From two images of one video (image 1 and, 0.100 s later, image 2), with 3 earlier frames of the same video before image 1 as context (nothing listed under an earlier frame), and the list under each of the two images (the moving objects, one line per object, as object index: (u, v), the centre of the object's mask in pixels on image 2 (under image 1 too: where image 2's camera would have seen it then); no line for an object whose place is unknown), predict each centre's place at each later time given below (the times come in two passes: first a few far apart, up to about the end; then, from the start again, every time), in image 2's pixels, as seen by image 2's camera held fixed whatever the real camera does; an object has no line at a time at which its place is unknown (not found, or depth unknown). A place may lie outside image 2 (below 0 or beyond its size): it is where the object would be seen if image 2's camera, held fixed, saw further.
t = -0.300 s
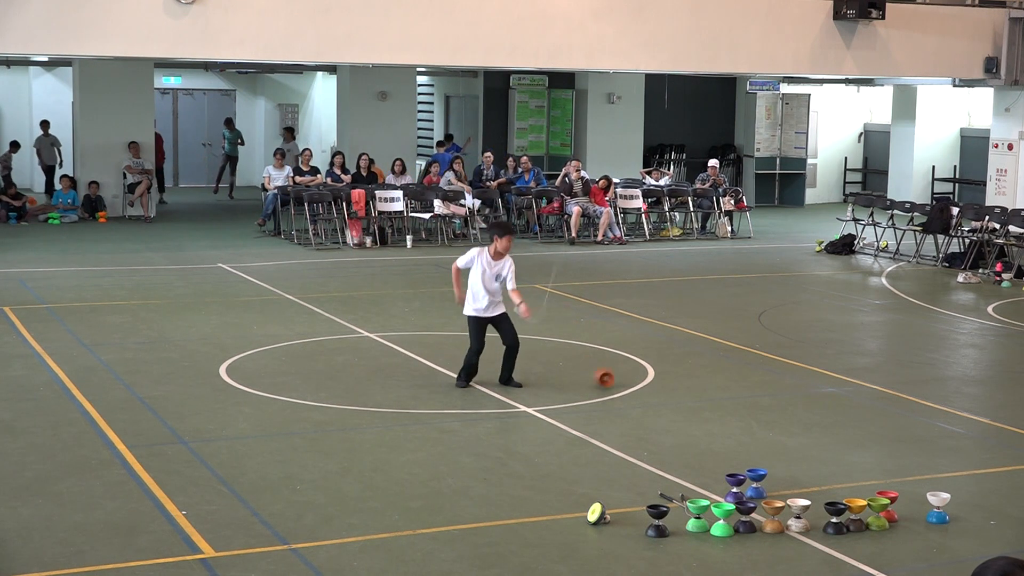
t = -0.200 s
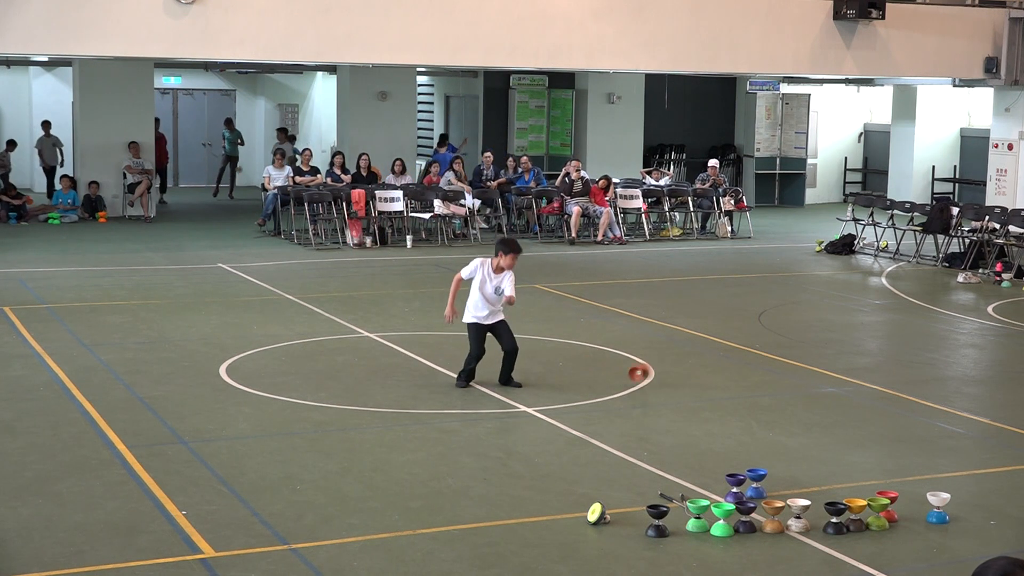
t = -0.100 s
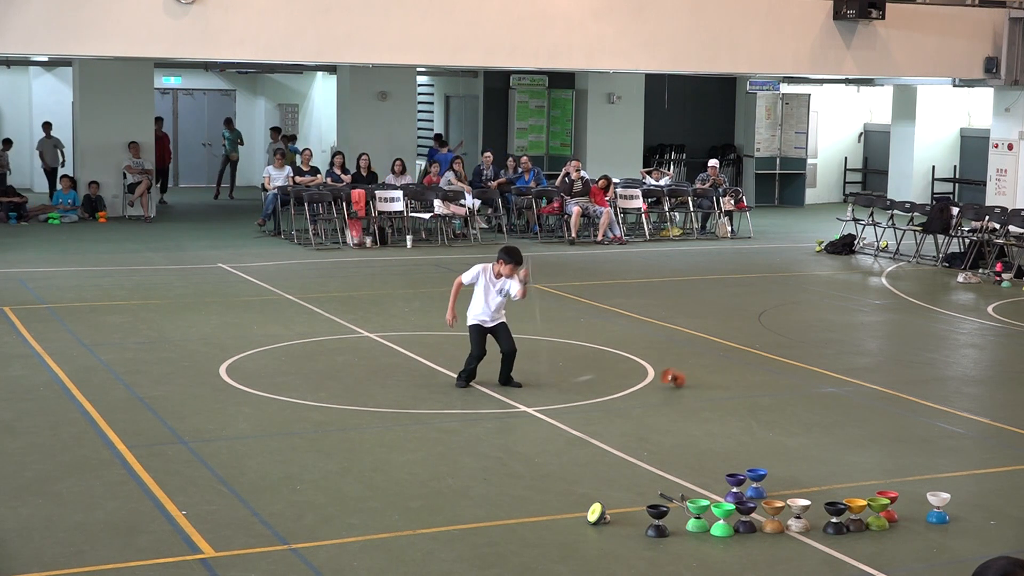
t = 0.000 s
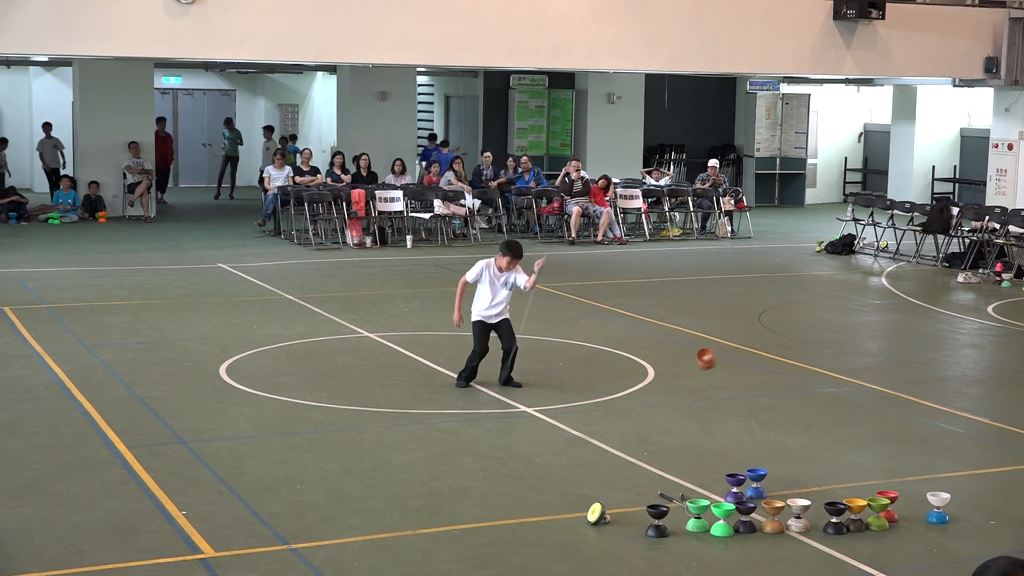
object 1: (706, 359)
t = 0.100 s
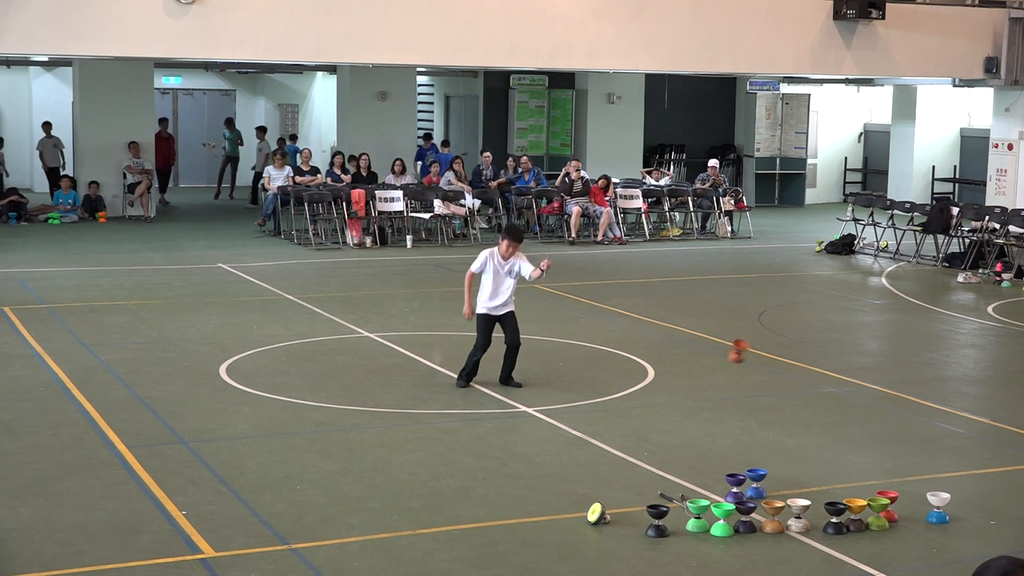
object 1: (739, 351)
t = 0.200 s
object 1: (770, 355)
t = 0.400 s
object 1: (833, 386)
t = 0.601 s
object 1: (897, 400)
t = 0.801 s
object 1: (948, 396)
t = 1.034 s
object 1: (992, 398)
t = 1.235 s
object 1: (1013, 419)
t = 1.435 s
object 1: (1012, 426)
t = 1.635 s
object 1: (996, 433)
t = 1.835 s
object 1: (971, 437)
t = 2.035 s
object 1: (949, 442)
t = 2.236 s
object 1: (927, 446)
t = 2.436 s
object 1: (904, 450)
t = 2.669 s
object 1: (879, 455)
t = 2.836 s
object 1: (860, 458)
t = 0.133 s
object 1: (749, 351)
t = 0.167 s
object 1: (759, 352)
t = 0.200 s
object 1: (770, 355)
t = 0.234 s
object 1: (781, 359)
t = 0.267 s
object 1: (791, 365)
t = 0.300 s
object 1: (801, 372)
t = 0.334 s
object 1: (812, 380)
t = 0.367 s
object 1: (822, 388)
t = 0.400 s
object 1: (833, 386)
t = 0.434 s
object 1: (844, 386)
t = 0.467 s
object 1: (854, 386)
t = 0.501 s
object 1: (865, 388)
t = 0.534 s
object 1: (875, 391)
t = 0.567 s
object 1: (886, 397)
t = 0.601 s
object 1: (897, 400)
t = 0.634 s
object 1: (906, 395)
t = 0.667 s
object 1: (915, 393)
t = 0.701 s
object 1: (923, 392)
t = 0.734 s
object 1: (931, 392)
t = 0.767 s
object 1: (939, 393)
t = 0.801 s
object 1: (948, 396)
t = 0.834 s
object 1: (956, 401)
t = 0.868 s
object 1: (965, 407)
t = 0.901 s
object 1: (973, 410)
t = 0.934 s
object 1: (978, 404)
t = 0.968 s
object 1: (983, 401)
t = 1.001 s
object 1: (987, 398)
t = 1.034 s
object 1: (992, 398)
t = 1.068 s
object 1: (997, 398)
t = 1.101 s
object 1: (1001, 401)
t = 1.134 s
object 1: (1006, 404)
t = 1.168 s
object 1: (1010, 409)
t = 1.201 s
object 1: (1013, 416)
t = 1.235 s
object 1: (1013, 419)
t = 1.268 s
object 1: (1013, 419)
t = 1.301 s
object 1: (1015, 421)
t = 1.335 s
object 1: (1013, 424)
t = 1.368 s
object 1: (1013, 427)
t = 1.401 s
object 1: (1013, 426)
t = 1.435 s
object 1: (1012, 426)
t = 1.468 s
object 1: (1011, 427)
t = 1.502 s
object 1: (1009, 430)
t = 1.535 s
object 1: (1007, 432)
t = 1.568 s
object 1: (1003, 431)
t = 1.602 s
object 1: (999, 432)
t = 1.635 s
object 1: (996, 433)
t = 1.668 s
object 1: (992, 435)
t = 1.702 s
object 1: (988, 435)
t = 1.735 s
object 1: (983, 435)
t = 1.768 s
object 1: (979, 436)
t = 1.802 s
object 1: (975, 437)
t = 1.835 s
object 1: (971, 437)
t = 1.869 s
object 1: (966, 438)
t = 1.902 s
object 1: (963, 438)
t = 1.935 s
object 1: (959, 440)
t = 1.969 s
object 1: (956, 440)
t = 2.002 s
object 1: (952, 441)
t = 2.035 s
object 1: (949, 442)
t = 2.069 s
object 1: (945, 443)
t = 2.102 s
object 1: (941, 443)
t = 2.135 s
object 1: (938, 444)
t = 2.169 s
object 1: (934, 445)
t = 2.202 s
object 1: (930, 446)
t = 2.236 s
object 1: (927, 446)
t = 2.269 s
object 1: (923, 447)
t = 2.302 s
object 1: (919, 447)
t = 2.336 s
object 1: (916, 448)
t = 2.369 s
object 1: (912, 449)
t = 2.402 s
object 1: (908, 449)
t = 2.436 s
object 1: (904, 450)
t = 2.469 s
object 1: (901, 451)
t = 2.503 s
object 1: (897, 451)
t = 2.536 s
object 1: (893, 452)
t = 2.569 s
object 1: (890, 453)
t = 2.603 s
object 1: (886, 453)
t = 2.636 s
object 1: (883, 454)
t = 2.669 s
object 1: (879, 455)
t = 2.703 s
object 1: (875, 455)
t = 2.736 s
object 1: (871, 456)
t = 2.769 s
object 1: (867, 457)
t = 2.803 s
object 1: (864, 457)
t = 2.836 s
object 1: (860, 458)
